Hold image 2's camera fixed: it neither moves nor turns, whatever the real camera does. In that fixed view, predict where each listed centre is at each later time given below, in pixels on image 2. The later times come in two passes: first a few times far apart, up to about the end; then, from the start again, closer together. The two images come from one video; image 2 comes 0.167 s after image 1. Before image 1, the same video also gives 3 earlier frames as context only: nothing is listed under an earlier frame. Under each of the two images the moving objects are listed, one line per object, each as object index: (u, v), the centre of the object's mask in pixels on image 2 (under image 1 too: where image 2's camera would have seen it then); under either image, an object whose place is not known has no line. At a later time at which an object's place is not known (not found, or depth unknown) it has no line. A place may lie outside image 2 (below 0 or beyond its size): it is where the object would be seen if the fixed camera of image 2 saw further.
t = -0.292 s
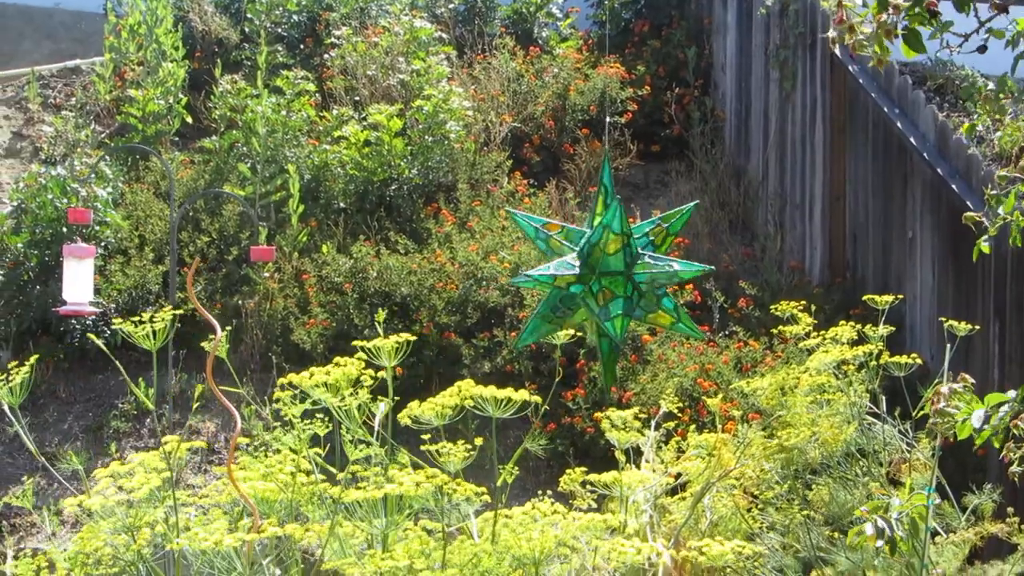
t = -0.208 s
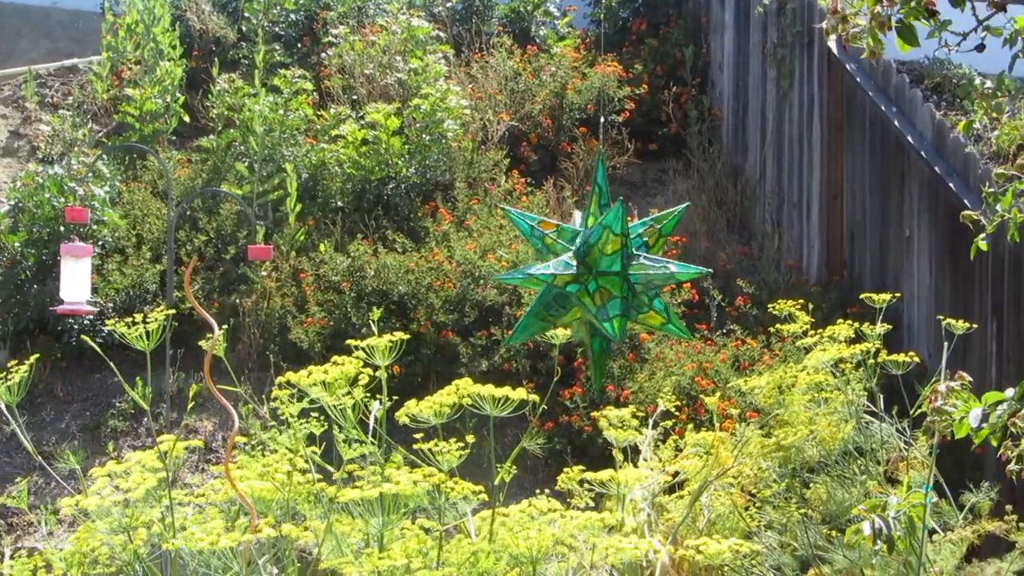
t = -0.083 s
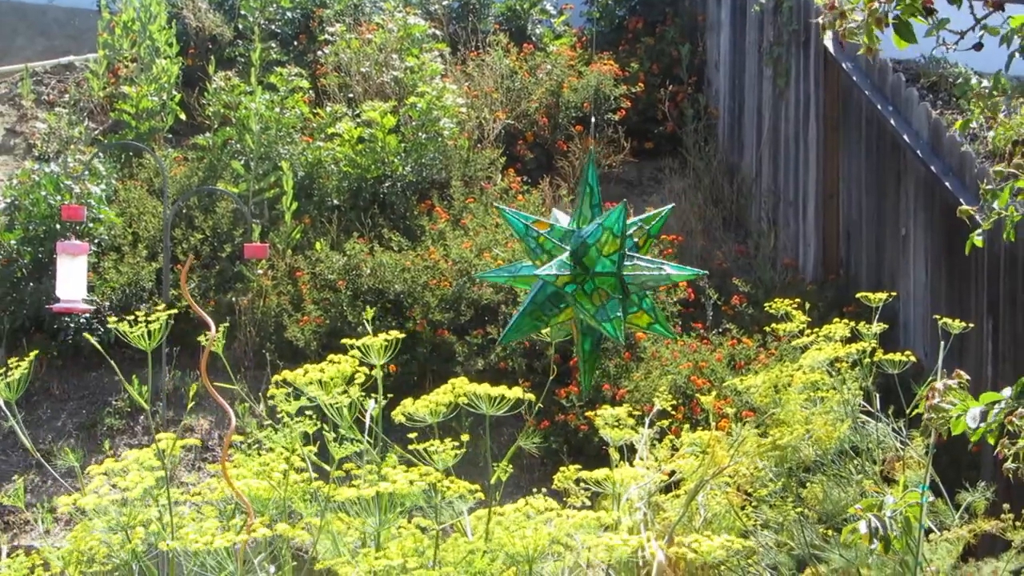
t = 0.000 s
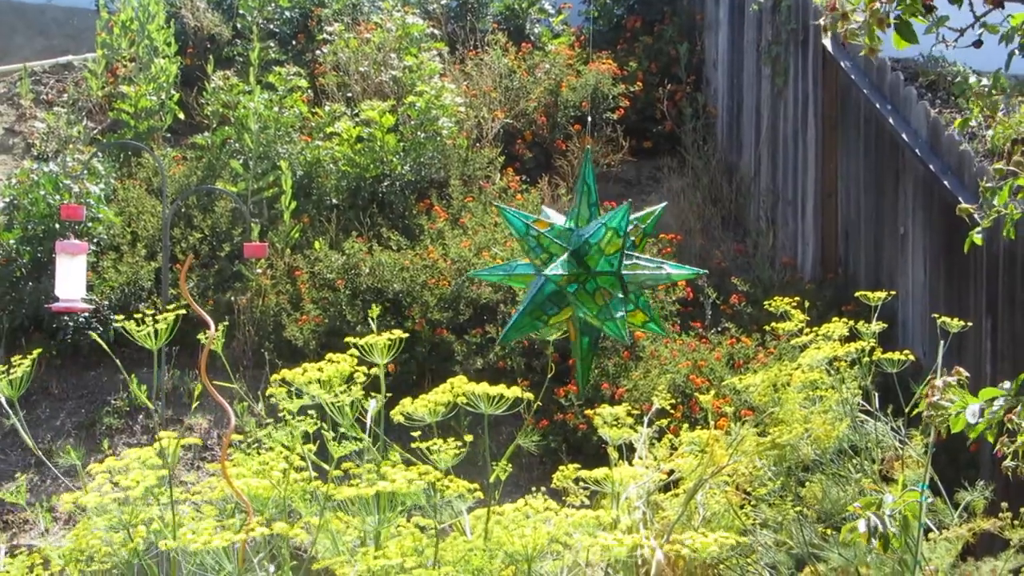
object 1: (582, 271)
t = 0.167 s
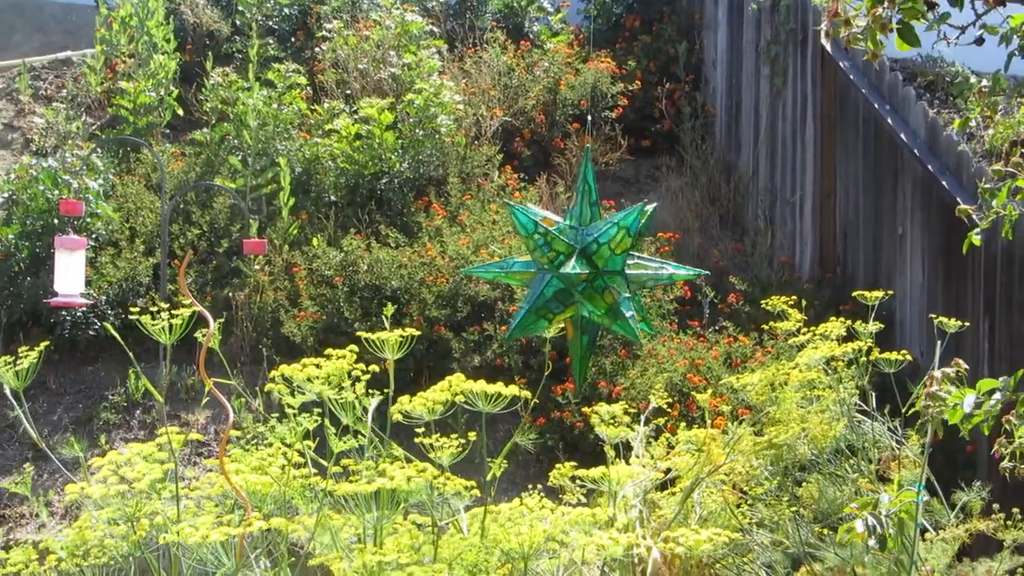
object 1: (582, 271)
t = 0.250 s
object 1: (584, 272)
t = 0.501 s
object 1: (594, 271)
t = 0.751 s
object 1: (601, 274)
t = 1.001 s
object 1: (607, 272)
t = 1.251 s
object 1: (607, 272)
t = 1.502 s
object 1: (603, 273)
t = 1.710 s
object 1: (603, 272)
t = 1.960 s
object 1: (598, 274)
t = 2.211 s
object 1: (598, 271)
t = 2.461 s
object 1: (593, 272)
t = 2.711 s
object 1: (589, 272)
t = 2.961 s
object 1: (582, 273)
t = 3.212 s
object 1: (582, 274)
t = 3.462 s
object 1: (587, 272)
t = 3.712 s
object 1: (594, 271)
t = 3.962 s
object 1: (596, 271)
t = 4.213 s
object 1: (592, 270)
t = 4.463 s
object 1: (583, 270)
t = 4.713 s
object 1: (570, 269)
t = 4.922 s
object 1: (569, 270)
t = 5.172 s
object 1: (577, 269)
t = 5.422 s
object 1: (593, 270)
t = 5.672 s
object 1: (604, 270)
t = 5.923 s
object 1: (601, 268)
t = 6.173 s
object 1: (585, 270)
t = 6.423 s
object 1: (569, 272)
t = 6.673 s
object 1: (563, 269)
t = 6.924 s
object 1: (569, 270)
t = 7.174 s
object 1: (586, 273)
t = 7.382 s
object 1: (598, 273)
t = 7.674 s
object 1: (605, 275)
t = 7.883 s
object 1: (598, 279)
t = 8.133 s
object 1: (576, 287)
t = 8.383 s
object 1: (571, 295)
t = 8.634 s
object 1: (586, 294)
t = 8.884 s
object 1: (620, 295)
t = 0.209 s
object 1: (582, 271)
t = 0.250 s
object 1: (584, 272)
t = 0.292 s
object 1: (586, 272)
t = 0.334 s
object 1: (588, 273)
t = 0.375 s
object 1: (589, 272)
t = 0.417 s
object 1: (592, 272)
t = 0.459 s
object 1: (593, 272)
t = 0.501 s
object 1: (594, 271)
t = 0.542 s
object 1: (596, 272)
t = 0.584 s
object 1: (598, 272)
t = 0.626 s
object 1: (599, 273)
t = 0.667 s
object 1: (600, 274)
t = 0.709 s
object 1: (600, 274)
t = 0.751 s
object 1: (601, 274)
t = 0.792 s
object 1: (602, 274)
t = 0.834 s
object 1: (604, 273)
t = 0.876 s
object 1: (605, 274)
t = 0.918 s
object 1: (605, 273)
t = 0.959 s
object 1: (605, 272)
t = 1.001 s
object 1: (607, 272)
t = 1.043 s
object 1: (608, 272)
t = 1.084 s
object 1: (608, 271)
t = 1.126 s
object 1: (608, 272)
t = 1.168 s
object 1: (608, 271)
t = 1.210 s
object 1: (608, 272)
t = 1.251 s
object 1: (607, 272)
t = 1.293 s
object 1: (606, 273)
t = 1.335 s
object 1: (606, 273)
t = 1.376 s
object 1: (605, 272)
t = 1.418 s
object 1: (604, 272)
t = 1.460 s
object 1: (604, 272)
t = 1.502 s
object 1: (603, 273)
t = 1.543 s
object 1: (603, 273)
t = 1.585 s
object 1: (603, 272)
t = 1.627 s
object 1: (604, 273)
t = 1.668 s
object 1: (604, 272)
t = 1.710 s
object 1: (603, 272)
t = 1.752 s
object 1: (603, 271)
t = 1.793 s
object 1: (603, 271)
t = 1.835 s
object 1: (602, 271)
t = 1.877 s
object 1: (601, 272)
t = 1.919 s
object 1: (599, 273)
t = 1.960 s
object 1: (598, 274)
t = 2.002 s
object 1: (597, 274)
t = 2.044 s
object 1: (597, 272)
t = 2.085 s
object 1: (597, 272)
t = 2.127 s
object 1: (597, 272)
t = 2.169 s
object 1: (597, 271)
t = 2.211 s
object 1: (598, 271)
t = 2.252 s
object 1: (598, 271)
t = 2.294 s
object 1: (597, 271)
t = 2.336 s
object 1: (596, 271)
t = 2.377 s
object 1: (596, 271)
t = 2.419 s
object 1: (595, 272)
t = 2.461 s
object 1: (593, 272)
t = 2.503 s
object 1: (591, 272)
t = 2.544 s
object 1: (591, 271)
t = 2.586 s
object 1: (590, 271)
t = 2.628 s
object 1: (590, 271)
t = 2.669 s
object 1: (591, 271)
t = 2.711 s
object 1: (589, 272)
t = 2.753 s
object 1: (588, 273)
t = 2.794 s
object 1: (586, 273)
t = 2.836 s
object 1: (584, 273)
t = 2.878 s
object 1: (583, 272)
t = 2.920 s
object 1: (582, 273)
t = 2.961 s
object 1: (582, 273)
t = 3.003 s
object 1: (581, 273)
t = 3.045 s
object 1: (581, 273)
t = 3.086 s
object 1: (581, 273)
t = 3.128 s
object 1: (581, 273)
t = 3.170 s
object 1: (581, 274)
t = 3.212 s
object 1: (582, 274)
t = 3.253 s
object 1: (583, 274)
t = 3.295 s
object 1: (583, 274)
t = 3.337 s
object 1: (583, 273)
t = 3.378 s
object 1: (584, 273)
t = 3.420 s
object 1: (585, 272)
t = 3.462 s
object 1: (587, 272)
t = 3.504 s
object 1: (587, 272)
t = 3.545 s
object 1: (588, 272)
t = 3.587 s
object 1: (589, 272)
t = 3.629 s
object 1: (590, 272)
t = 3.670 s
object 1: (591, 272)
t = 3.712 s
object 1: (594, 271)
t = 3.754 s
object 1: (595, 271)
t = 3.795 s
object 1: (595, 272)
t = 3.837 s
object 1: (596, 271)
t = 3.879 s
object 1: (596, 271)
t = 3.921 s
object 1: (597, 271)
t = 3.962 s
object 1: (596, 271)
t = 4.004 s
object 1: (597, 271)
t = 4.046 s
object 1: (596, 271)
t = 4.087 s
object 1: (595, 271)
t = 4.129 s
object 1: (594, 270)
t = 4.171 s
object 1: (593, 270)
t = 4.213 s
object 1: (592, 270)
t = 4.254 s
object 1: (592, 270)
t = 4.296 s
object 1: (591, 270)
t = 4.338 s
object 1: (589, 270)
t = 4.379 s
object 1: (587, 270)
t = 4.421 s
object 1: (585, 270)
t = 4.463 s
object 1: (583, 270)
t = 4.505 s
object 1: (580, 270)
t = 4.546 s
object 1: (578, 270)
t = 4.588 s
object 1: (576, 269)
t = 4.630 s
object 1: (574, 269)
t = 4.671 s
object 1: (572, 269)
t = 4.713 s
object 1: (570, 269)
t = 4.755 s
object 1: (569, 269)
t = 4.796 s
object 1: (569, 270)
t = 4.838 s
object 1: (570, 270)
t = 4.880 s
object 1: (569, 270)
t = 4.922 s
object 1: (569, 270)
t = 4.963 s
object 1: (569, 269)
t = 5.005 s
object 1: (570, 269)
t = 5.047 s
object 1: (571, 269)
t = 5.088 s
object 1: (572, 269)
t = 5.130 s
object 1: (574, 269)
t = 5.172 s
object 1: (577, 269)
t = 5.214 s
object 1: (579, 269)
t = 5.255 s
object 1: (582, 270)
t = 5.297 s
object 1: (584, 271)
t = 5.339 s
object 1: (587, 270)
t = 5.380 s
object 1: (589, 270)
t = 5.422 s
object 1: (593, 270)
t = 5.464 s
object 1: (595, 270)
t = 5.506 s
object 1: (598, 270)
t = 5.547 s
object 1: (600, 270)
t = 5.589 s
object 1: (602, 270)
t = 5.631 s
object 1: (603, 270)
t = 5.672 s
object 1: (604, 270)
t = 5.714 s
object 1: (605, 270)
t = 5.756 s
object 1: (605, 270)
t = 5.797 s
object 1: (605, 270)
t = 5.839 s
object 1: (605, 269)
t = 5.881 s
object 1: (604, 268)
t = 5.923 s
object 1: (601, 268)
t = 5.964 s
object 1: (600, 269)
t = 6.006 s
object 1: (597, 269)
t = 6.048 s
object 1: (595, 270)
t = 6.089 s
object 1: (592, 270)
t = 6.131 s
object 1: (589, 270)
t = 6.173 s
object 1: (585, 270)
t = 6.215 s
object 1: (582, 271)
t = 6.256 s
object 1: (578, 271)
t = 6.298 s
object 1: (575, 271)
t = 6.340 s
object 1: (572, 271)
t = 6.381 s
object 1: (570, 272)
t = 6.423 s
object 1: (569, 272)
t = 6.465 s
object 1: (567, 272)
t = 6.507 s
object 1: (566, 272)
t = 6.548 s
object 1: (565, 272)
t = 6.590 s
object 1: (564, 271)
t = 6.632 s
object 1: (563, 270)
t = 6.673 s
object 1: (563, 269)
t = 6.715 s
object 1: (563, 269)
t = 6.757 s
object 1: (564, 269)
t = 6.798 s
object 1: (564, 270)
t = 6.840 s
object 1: (566, 270)
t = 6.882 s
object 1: (567, 270)
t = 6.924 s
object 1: (569, 270)
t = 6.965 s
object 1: (571, 270)
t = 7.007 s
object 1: (575, 271)
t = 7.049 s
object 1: (578, 271)
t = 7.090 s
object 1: (580, 272)
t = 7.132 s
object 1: (584, 272)
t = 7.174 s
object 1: (586, 273)
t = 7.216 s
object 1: (589, 272)
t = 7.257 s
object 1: (591, 272)
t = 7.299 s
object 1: (594, 272)
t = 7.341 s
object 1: (596, 271)
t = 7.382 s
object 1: (598, 273)
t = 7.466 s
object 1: (599, 271)
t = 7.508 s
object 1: (602, 271)
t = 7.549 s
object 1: (600, 272)
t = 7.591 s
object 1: (604, 274)
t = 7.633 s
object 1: (605, 274)
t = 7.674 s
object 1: (605, 275)
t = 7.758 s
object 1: (605, 278)
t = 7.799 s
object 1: (603, 278)
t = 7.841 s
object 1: (601, 278)
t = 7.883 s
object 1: (598, 279)
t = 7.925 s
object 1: (595, 280)
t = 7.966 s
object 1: (591, 280)
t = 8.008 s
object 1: (586, 282)
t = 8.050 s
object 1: (584, 284)
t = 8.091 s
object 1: (580, 286)
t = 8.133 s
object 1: (576, 287)
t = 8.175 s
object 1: (573, 290)
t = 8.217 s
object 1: (572, 291)
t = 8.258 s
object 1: (570, 293)
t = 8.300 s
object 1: (569, 294)
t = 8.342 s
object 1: (569, 295)
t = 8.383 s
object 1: (571, 295)
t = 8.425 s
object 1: (572, 295)
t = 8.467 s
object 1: (573, 296)
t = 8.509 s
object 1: (575, 296)
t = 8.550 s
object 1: (577, 295)
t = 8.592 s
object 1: (581, 295)
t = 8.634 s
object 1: (586, 294)
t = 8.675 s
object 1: (590, 294)
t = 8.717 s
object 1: (595, 293)
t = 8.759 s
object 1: (602, 294)
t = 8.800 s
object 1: (609, 295)
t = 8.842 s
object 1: (611, 294)
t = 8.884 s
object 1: (620, 295)
